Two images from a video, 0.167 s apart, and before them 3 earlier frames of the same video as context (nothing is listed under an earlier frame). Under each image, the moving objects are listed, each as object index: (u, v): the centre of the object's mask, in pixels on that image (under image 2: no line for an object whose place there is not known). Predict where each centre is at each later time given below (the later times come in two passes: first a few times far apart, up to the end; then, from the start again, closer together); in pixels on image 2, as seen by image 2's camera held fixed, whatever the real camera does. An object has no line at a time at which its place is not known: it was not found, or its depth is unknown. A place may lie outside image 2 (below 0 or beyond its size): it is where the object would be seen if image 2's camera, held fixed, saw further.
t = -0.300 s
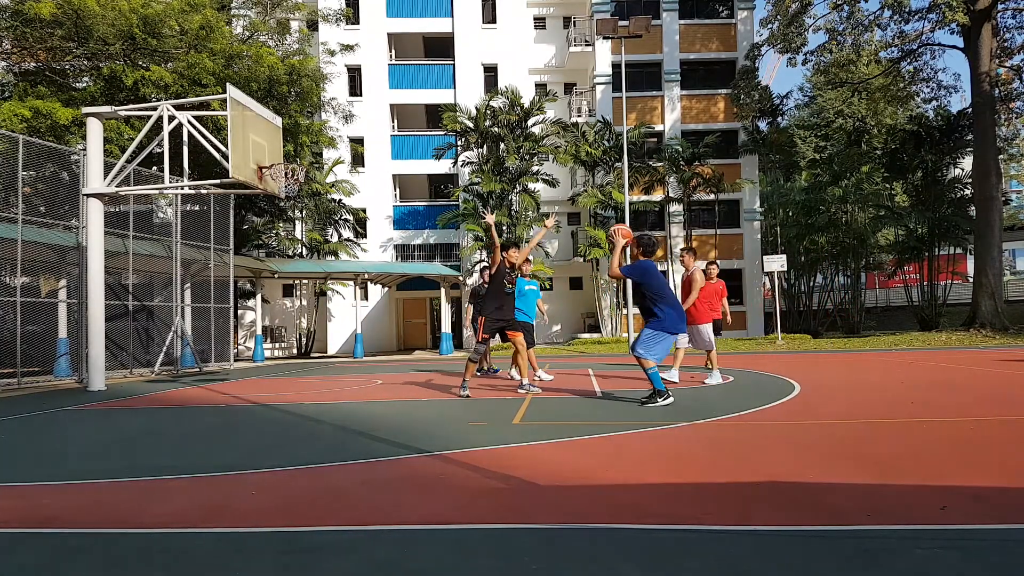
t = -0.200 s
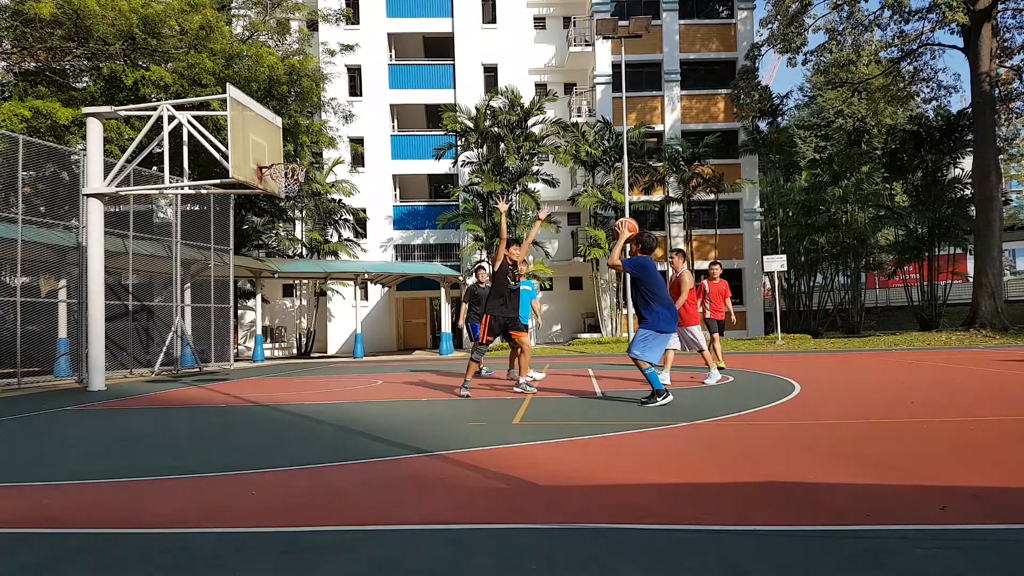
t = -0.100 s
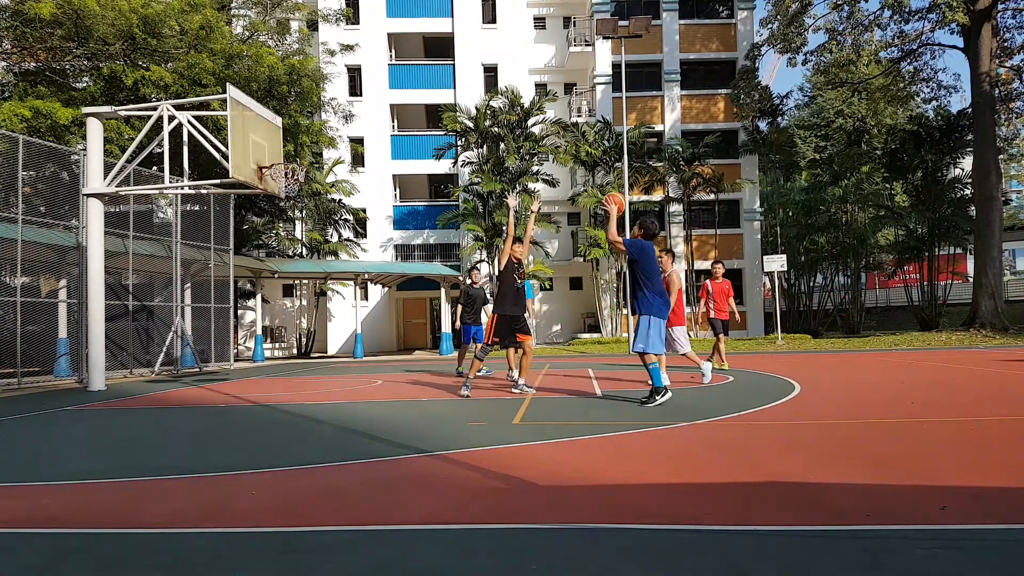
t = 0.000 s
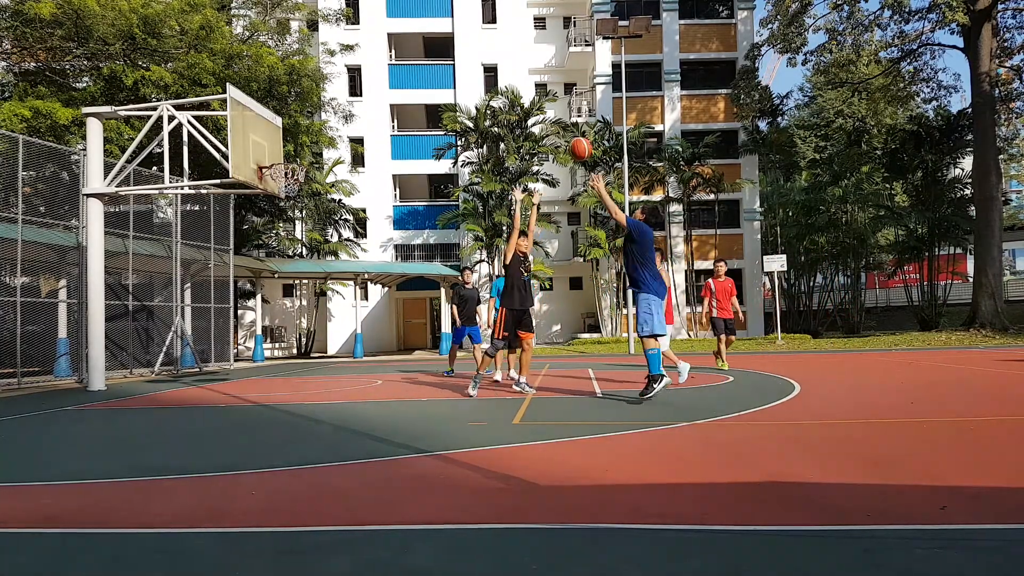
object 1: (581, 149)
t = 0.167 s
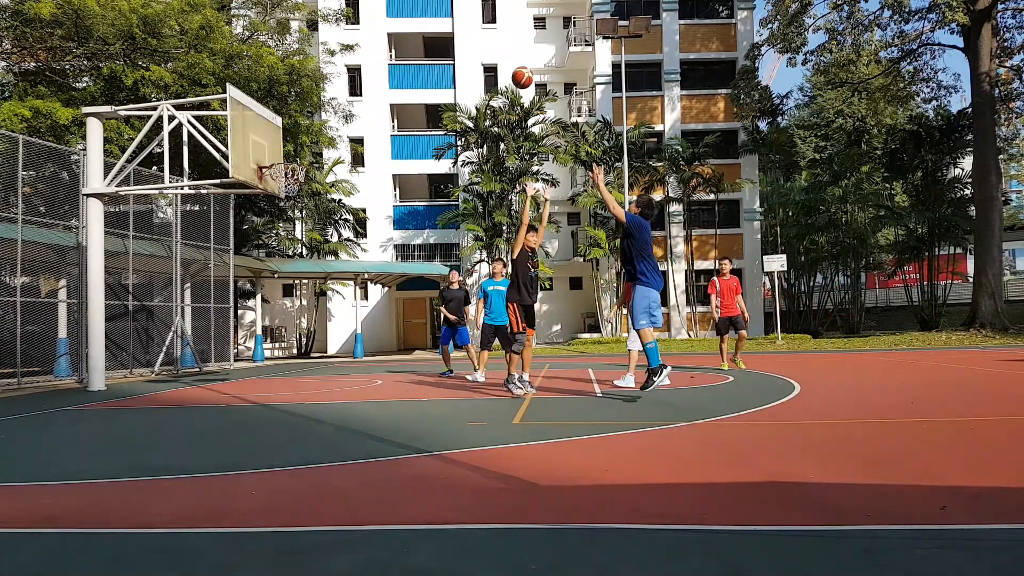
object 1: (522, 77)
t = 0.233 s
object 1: (501, 57)
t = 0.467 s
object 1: (436, 22)
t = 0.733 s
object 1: (373, 39)
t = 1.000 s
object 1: (321, 103)
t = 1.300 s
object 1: (280, 192)
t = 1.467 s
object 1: (272, 217)
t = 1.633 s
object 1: (265, 259)
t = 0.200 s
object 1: (512, 67)
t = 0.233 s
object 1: (501, 57)
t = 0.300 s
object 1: (482, 42)
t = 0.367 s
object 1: (463, 31)
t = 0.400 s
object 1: (453, 27)
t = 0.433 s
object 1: (445, 24)
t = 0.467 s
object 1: (436, 22)
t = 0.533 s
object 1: (419, 21)
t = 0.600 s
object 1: (403, 24)
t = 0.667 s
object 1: (388, 29)
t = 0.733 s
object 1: (373, 39)
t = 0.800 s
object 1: (359, 51)
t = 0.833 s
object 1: (352, 59)
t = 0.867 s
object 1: (346, 66)
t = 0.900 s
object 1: (340, 74)
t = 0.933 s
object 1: (333, 83)
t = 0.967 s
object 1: (327, 93)
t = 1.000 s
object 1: (321, 103)
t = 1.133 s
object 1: (298, 150)
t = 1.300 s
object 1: (280, 192)
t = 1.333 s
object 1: (278, 195)
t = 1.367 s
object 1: (277, 199)
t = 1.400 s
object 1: (275, 204)
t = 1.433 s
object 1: (273, 210)
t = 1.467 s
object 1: (272, 217)
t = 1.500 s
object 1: (270, 223)
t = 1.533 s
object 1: (269, 231)
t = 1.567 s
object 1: (267, 240)
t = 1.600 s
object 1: (266, 249)
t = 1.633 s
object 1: (265, 259)
